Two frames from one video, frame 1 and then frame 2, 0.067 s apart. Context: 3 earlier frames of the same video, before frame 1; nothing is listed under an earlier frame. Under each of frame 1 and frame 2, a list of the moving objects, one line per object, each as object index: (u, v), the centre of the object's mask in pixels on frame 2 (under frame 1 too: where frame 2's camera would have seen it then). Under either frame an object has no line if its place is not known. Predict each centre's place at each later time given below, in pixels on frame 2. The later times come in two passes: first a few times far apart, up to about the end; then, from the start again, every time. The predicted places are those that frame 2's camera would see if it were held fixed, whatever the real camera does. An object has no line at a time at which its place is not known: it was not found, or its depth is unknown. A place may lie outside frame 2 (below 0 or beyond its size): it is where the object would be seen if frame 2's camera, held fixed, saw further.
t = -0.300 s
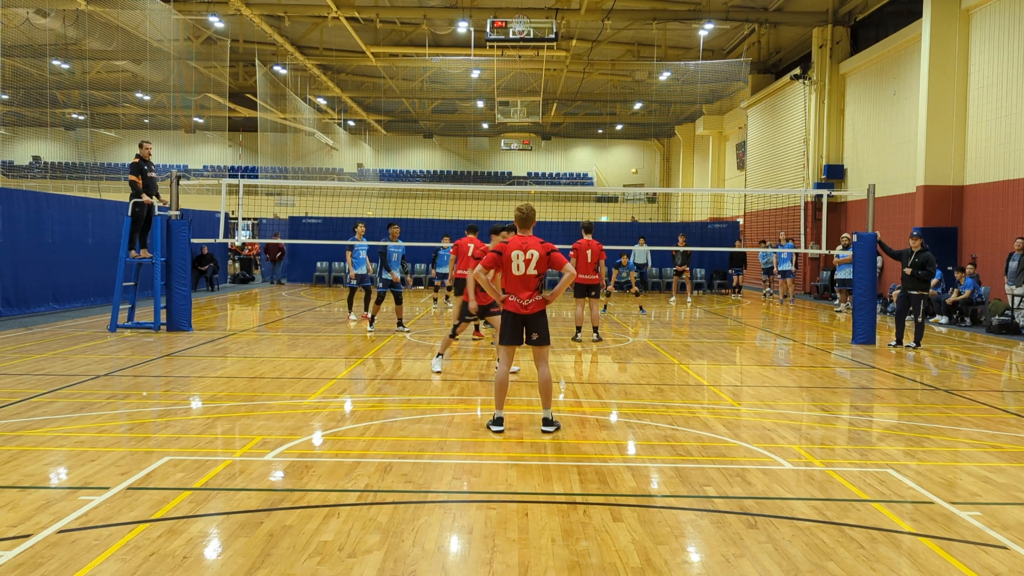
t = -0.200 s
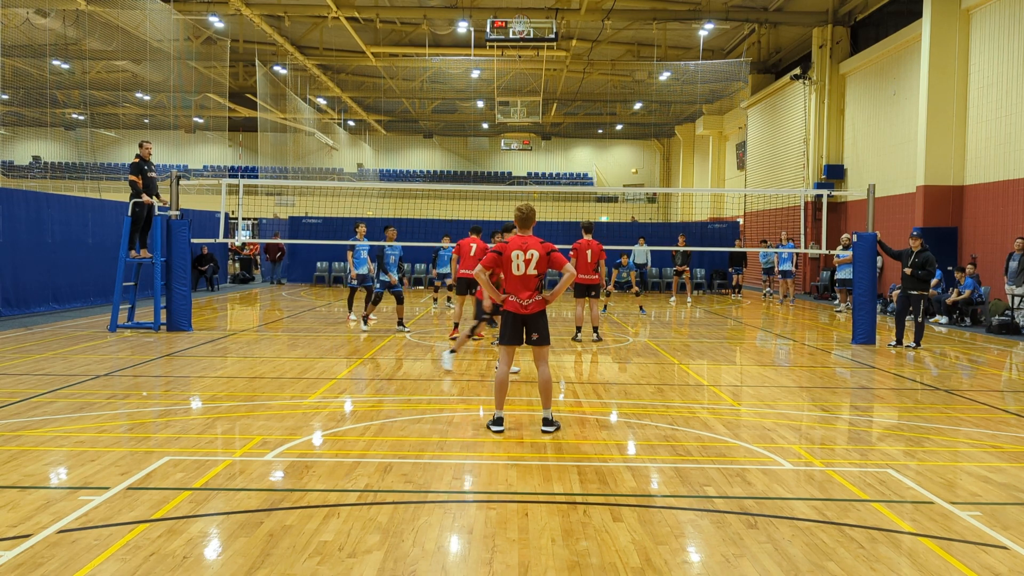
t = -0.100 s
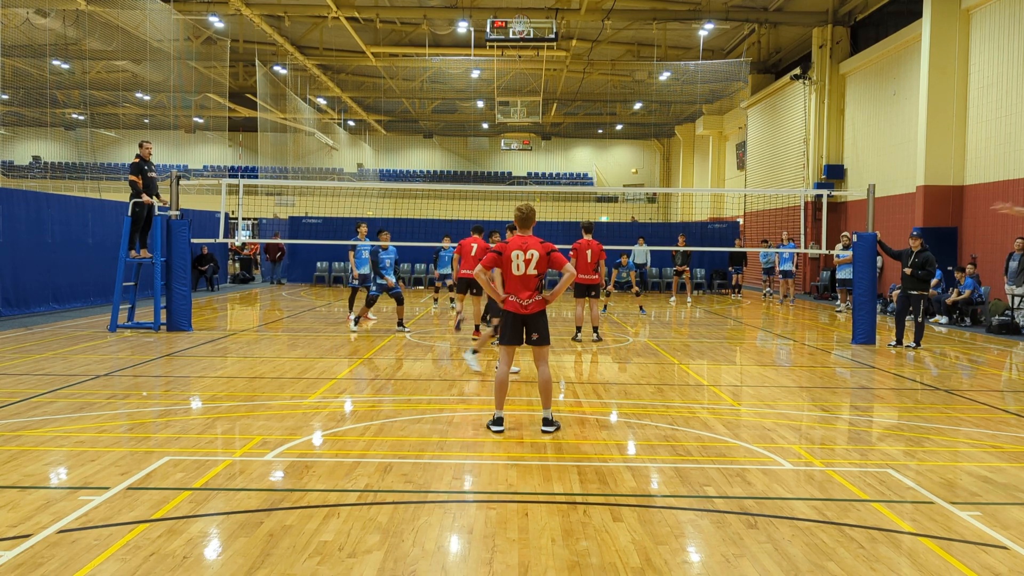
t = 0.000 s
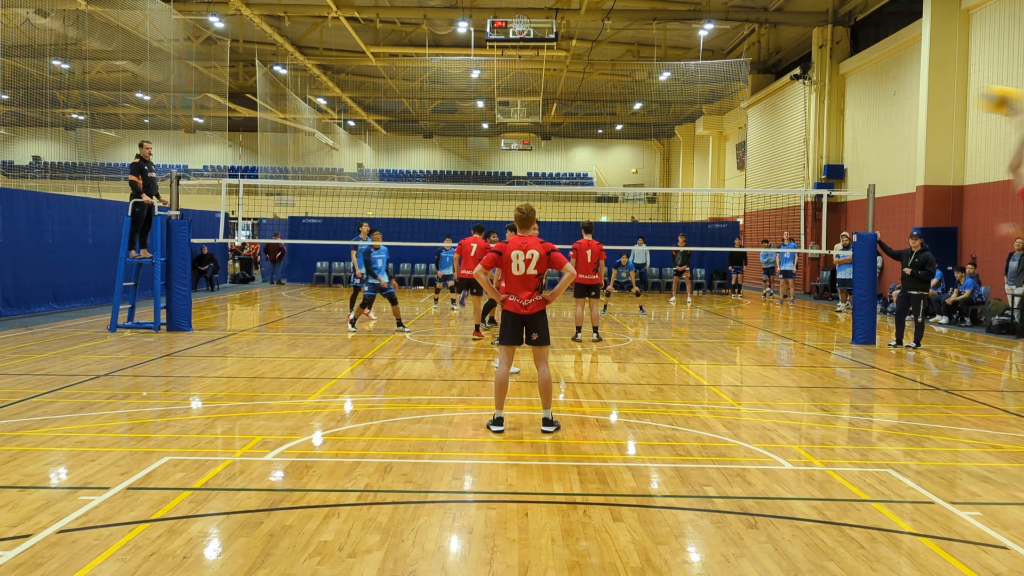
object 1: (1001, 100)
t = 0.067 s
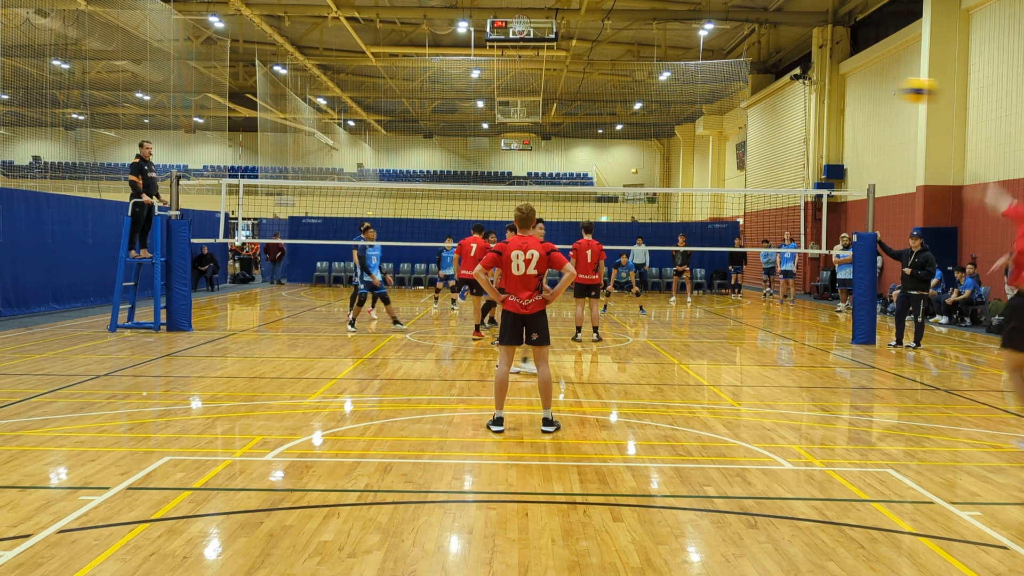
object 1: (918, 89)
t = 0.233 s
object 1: (784, 89)
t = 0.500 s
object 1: (659, 125)
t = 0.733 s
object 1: (601, 172)
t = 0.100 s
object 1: (884, 88)
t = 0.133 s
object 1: (855, 87)
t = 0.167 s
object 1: (830, 88)
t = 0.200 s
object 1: (803, 86)
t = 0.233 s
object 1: (784, 89)
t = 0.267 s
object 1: (763, 92)
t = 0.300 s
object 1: (745, 96)
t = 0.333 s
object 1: (727, 100)
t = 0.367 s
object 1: (712, 105)
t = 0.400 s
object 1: (697, 109)
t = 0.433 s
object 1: (684, 114)
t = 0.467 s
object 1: (671, 119)
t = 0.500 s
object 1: (659, 125)
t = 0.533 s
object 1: (649, 131)
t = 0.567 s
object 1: (639, 137)
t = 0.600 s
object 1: (631, 143)
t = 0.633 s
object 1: (623, 150)
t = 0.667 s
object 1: (615, 158)
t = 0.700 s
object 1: (608, 165)
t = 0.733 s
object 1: (601, 172)
